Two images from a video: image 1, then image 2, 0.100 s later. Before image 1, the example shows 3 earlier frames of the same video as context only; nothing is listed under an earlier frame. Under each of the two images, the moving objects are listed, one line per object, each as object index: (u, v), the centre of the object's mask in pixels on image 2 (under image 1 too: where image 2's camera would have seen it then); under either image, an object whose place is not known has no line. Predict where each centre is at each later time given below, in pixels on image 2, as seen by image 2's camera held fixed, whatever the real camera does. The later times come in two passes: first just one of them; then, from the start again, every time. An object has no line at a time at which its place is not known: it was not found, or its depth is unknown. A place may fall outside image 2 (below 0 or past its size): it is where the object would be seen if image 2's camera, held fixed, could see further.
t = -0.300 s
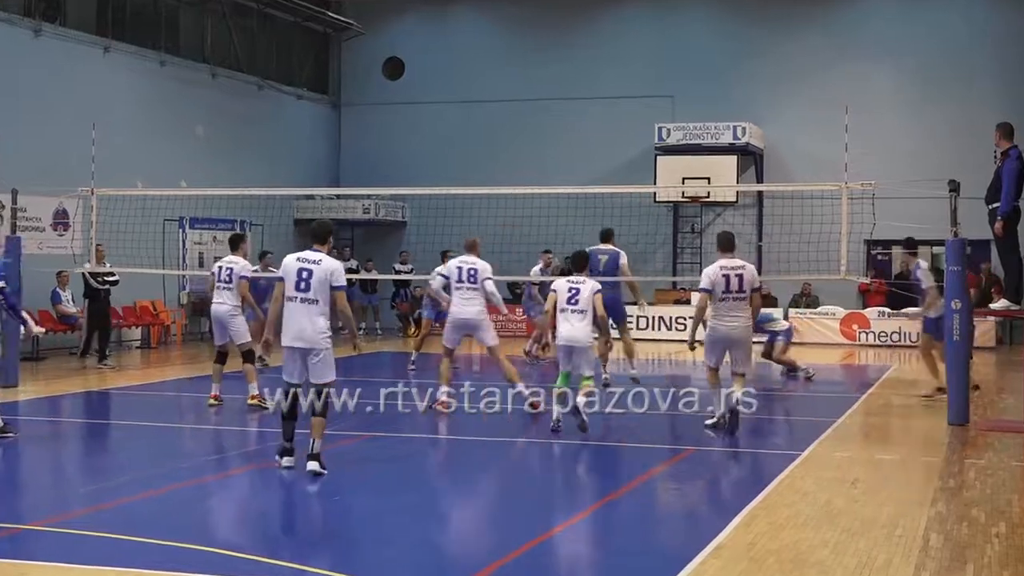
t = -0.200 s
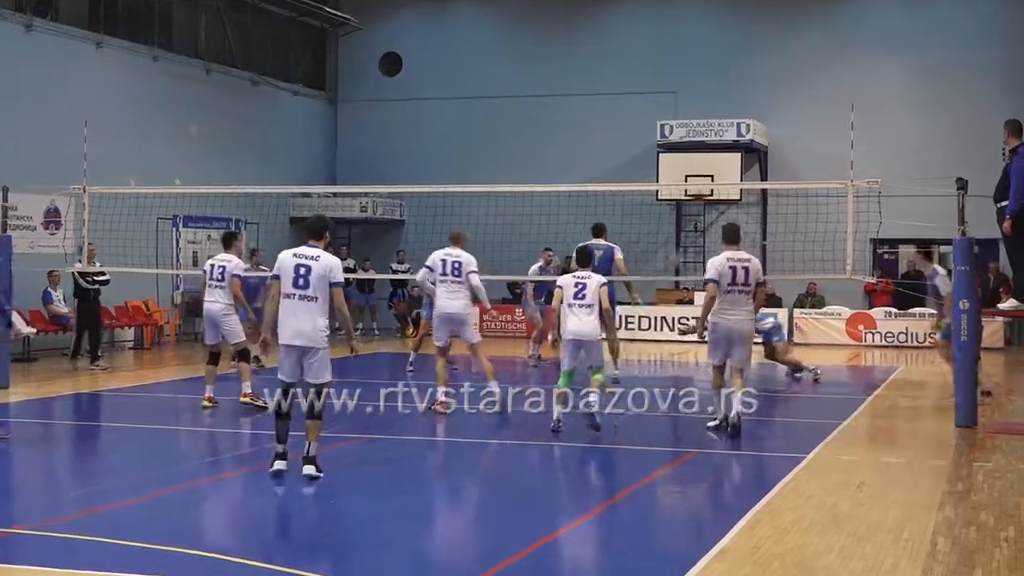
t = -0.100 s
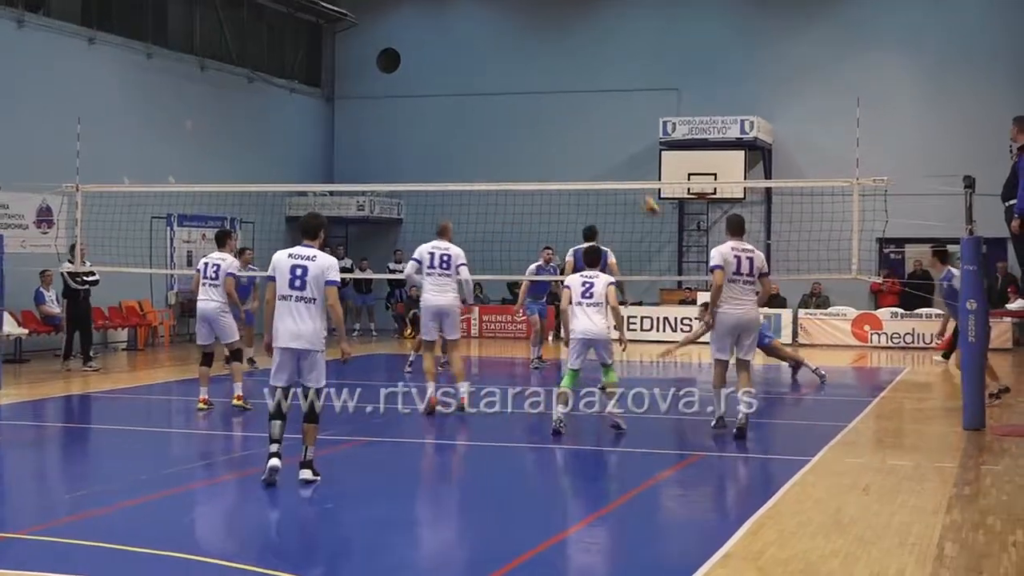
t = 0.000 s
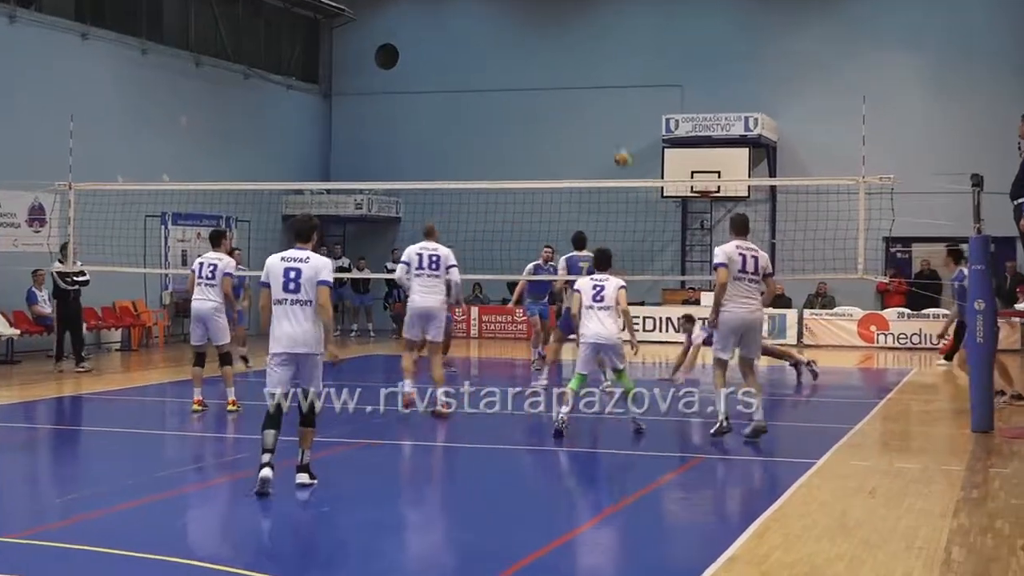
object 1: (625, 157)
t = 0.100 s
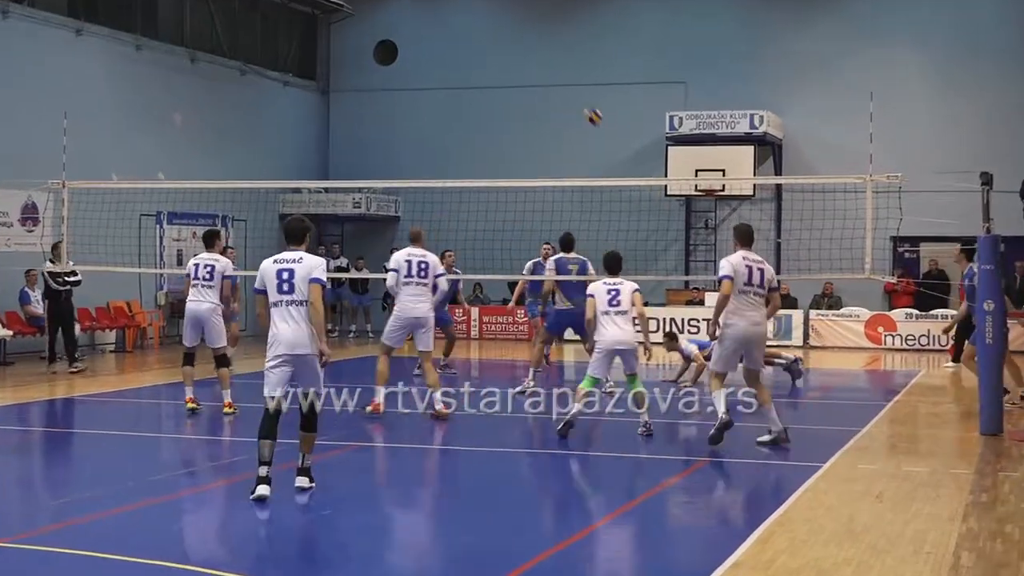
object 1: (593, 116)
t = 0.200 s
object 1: (561, 82)
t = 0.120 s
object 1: (588, 110)
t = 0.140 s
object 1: (579, 101)
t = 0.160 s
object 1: (572, 93)
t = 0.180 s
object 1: (566, 87)
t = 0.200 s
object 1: (561, 82)
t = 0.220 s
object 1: (555, 76)
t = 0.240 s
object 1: (549, 69)
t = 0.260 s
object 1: (541, 64)
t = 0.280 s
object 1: (535, 59)
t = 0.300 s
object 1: (529, 54)
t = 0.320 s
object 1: (523, 50)
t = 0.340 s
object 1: (518, 46)
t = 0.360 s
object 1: (511, 43)
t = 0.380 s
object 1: (505, 39)
